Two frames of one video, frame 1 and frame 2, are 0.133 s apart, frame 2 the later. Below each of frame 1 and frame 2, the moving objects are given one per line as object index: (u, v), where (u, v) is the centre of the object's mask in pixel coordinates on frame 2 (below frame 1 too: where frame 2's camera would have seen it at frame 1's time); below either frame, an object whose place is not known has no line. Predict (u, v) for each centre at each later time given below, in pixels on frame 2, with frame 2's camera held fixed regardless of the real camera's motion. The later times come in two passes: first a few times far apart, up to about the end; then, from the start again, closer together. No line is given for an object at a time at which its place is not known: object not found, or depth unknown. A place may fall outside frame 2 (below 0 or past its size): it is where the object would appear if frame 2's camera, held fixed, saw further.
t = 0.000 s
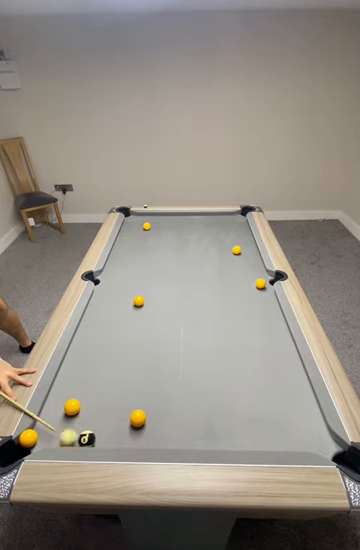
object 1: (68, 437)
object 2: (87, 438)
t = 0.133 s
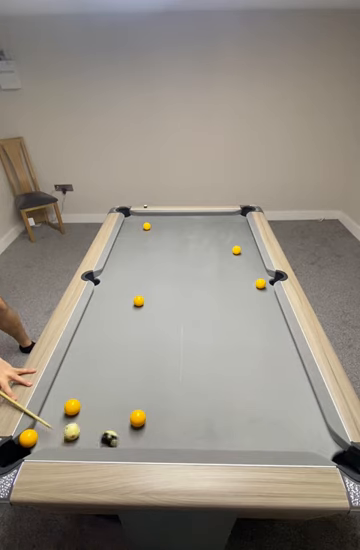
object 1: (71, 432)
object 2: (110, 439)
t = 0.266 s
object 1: (78, 423)
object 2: (130, 436)
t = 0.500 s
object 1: (87, 410)
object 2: (162, 440)
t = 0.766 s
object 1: (96, 397)
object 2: (198, 441)
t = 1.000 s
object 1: (102, 389)
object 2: (227, 442)
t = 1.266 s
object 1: (108, 382)
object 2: (258, 442)
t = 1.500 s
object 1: (112, 376)
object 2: (283, 442)
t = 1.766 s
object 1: (115, 372)
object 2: (309, 443)
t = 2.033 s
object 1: (117, 369)
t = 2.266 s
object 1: (118, 368)
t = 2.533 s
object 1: (118, 368)
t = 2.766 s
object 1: (118, 368)
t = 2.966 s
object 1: (118, 368)
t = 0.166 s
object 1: (73, 429)
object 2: (115, 438)
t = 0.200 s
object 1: (74, 427)
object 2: (120, 438)
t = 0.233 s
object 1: (76, 425)
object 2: (125, 438)
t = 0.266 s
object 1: (78, 423)
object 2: (130, 436)
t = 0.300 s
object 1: (79, 421)
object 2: (134, 436)
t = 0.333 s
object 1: (80, 419)
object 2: (138, 437)
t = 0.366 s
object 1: (81, 417)
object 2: (143, 438)
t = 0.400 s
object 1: (83, 415)
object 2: (147, 439)
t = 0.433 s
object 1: (84, 413)
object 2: (153, 440)
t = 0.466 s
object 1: (85, 412)
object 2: (158, 440)
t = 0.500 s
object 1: (87, 410)
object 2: (162, 440)
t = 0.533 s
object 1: (88, 408)
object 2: (167, 440)
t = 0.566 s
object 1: (89, 406)
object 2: (171, 441)
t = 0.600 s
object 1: (91, 405)
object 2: (176, 441)
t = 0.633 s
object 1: (92, 403)
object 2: (180, 441)
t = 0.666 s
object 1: (93, 402)
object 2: (185, 441)
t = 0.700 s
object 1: (94, 400)
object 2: (189, 441)
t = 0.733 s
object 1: (95, 399)
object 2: (194, 441)
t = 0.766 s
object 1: (96, 397)
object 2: (198, 441)
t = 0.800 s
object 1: (97, 396)
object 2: (202, 441)
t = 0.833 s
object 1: (97, 395)
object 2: (206, 441)
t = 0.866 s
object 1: (98, 394)
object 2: (211, 441)
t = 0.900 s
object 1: (99, 393)
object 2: (215, 441)
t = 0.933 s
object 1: (101, 391)
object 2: (219, 441)
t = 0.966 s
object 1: (101, 390)
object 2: (223, 442)
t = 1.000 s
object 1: (102, 389)
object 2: (227, 442)
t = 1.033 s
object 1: (103, 388)
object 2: (231, 442)
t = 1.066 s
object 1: (103, 387)
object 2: (235, 442)
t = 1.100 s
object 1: (104, 386)
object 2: (239, 442)
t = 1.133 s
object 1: (105, 385)
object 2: (243, 442)
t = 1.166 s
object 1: (106, 384)
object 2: (247, 442)
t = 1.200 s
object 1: (107, 384)
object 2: (250, 442)
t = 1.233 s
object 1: (107, 383)
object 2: (254, 442)
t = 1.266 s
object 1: (108, 382)
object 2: (258, 442)
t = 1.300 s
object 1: (108, 381)
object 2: (262, 442)
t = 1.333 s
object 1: (109, 380)
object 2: (265, 442)
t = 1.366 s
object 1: (110, 379)
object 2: (269, 442)
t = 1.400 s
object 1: (110, 379)
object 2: (272, 442)
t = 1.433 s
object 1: (111, 378)
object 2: (276, 442)
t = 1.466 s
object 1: (111, 377)
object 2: (279, 442)
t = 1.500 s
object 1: (112, 376)
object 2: (283, 442)
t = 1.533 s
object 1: (112, 376)
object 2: (286, 442)
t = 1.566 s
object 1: (113, 375)
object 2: (290, 442)
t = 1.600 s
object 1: (113, 375)
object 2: (293, 442)
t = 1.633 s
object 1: (114, 374)
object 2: (296, 442)
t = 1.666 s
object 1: (114, 374)
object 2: (300, 443)
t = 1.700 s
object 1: (114, 373)
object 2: (302, 442)
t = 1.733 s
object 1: (115, 373)
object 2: (306, 442)
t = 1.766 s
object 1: (115, 372)
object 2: (309, 443)
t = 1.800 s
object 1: (115, 372)
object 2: (312, 443)
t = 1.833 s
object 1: (116, 371)
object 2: (315, 444)
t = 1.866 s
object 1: (116, 371)
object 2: (318, 444)
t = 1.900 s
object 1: (116, 371)
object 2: (321, 444)
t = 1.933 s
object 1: (116, 370)
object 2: (324, 445)
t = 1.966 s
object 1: (116, 370)
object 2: (326, 445)
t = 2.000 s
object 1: (116, 370)
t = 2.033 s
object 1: (117, 369)
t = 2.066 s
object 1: (117, 369)
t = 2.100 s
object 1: (117, 369)
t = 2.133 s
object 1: (117, 369)
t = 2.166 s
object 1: (117, 369)
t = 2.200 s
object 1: (118, 368)
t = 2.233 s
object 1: (118, 368)
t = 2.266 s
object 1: (118, 368)
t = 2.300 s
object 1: (118, 368)
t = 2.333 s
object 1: (118, 368)
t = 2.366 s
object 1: (118, 368)
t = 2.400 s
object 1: (118, 368)
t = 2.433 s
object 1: (118, 368)
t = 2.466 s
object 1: (118, 368)
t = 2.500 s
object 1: (118, 368)
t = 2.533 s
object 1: (118, 368)
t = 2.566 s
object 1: (118, 368)
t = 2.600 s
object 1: (118, 368)
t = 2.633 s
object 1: (118, 368)
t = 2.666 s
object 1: (118, 368)
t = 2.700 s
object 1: (118, 368)
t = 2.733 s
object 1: (118, 368)
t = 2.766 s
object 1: (118, 368)
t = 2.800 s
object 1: (118, 368)
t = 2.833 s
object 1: (118, 369)
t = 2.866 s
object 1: (118, 368)
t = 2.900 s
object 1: (118, 369)
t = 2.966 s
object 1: (118, 368)
